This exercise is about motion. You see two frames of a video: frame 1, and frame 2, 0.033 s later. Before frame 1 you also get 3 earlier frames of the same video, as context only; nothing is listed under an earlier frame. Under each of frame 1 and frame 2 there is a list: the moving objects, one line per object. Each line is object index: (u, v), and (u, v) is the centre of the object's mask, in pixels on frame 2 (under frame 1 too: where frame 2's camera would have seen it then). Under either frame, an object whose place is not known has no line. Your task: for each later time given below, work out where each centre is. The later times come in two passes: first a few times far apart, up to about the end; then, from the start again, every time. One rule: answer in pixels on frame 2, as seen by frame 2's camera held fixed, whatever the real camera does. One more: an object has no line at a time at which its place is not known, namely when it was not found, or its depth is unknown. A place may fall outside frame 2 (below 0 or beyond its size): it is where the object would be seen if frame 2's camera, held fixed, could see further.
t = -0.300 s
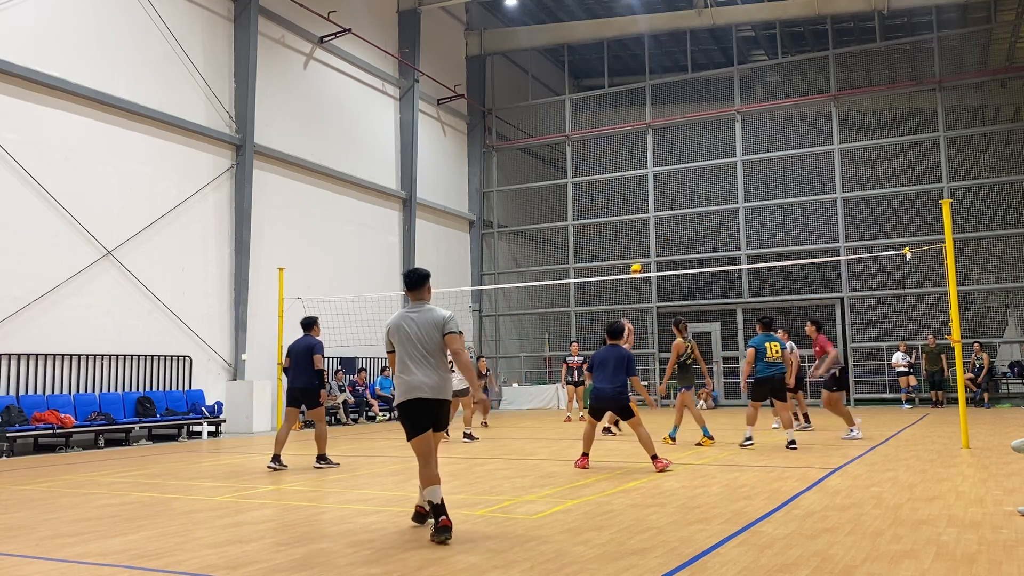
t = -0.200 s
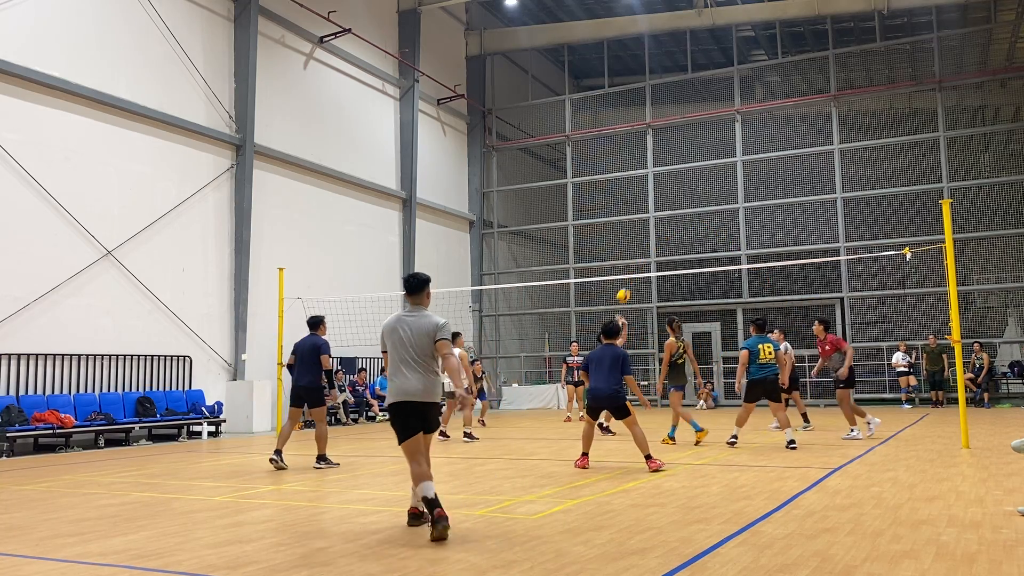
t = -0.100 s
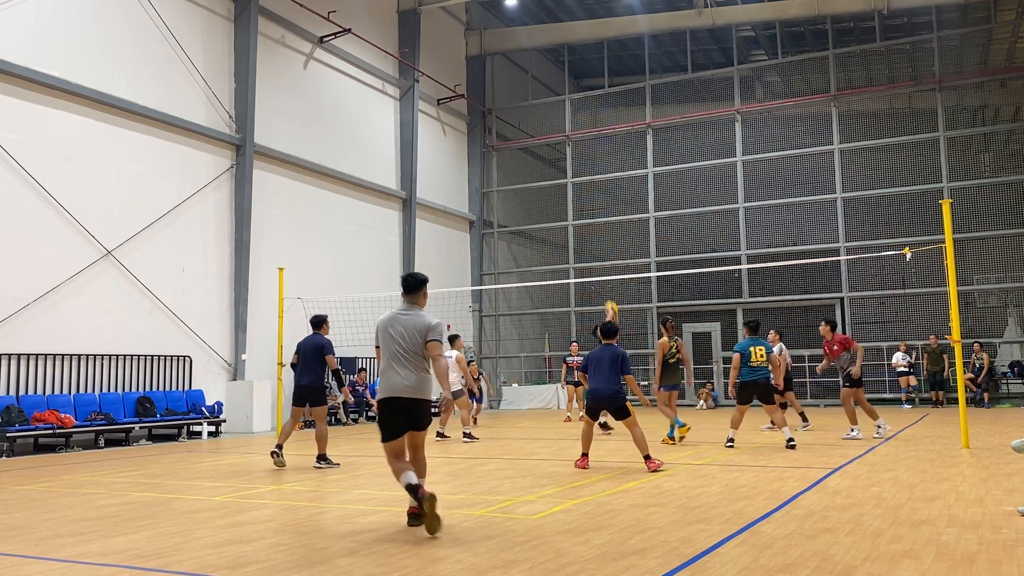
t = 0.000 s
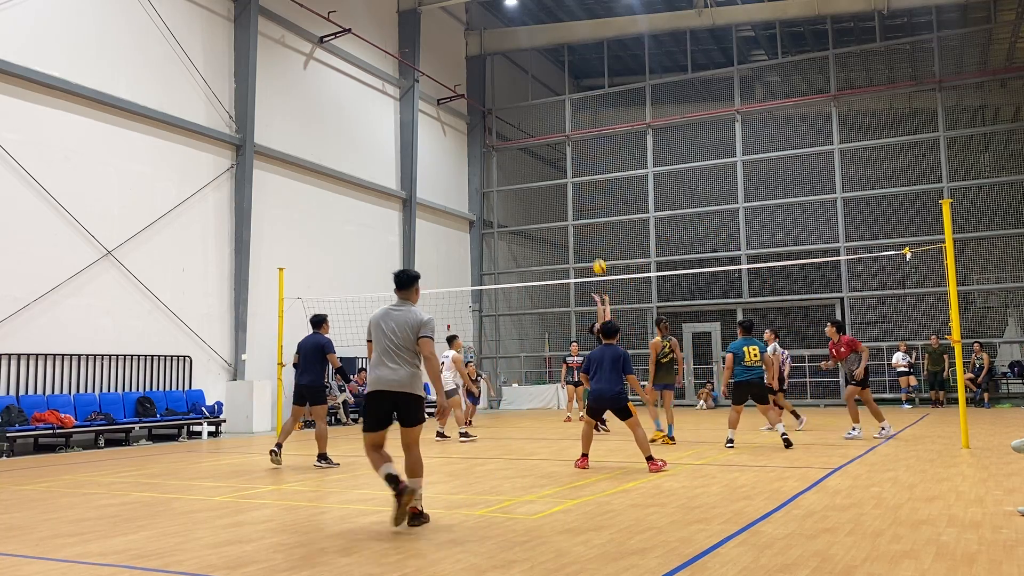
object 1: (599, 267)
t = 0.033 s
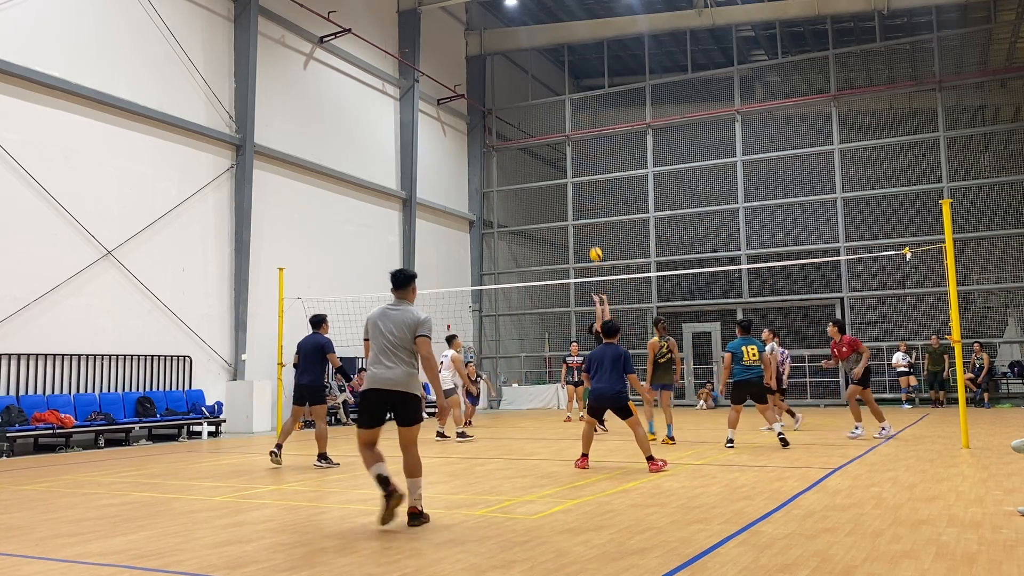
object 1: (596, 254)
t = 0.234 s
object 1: (575, 196)
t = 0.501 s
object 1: (549, 158)
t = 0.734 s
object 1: (529, 158)
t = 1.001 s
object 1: (509, 191)
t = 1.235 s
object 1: (492, 249)
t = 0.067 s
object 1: (592, 242)
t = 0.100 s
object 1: (589, 231)
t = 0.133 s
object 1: (585, 222)
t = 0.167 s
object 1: (582, 212)
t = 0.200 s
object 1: (578, 204)
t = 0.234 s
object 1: (575, 196)
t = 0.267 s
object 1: (571, 189)
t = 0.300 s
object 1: (568, 182)
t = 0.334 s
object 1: (565, 177)
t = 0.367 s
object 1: (562, 172)
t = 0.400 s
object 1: (559, 167)
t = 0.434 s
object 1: (556, 164)
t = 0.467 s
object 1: (552, 161)
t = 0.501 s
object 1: (549, 158)
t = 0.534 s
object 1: (547, 156)
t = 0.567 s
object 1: (544, 155)
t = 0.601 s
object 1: (541, 154)
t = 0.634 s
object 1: (538, 154)
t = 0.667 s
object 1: (535, 155)
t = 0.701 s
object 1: (532, 156)
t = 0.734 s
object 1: (529, 158)
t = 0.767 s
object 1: (527, 160)
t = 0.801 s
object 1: (524, 163)
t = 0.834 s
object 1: (522, 166)
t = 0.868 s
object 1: (519, 170)
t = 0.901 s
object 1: (516, 174)
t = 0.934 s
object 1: (514, 179)
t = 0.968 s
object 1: (511, 185)
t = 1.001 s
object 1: (509, 191)
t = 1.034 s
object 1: (506, 198)
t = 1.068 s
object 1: (504, 205)
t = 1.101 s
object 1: (502, 212)
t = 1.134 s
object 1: (500, 220)
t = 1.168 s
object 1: (497, 229)
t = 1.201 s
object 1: (495, 238)
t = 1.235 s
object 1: (492, 249)
